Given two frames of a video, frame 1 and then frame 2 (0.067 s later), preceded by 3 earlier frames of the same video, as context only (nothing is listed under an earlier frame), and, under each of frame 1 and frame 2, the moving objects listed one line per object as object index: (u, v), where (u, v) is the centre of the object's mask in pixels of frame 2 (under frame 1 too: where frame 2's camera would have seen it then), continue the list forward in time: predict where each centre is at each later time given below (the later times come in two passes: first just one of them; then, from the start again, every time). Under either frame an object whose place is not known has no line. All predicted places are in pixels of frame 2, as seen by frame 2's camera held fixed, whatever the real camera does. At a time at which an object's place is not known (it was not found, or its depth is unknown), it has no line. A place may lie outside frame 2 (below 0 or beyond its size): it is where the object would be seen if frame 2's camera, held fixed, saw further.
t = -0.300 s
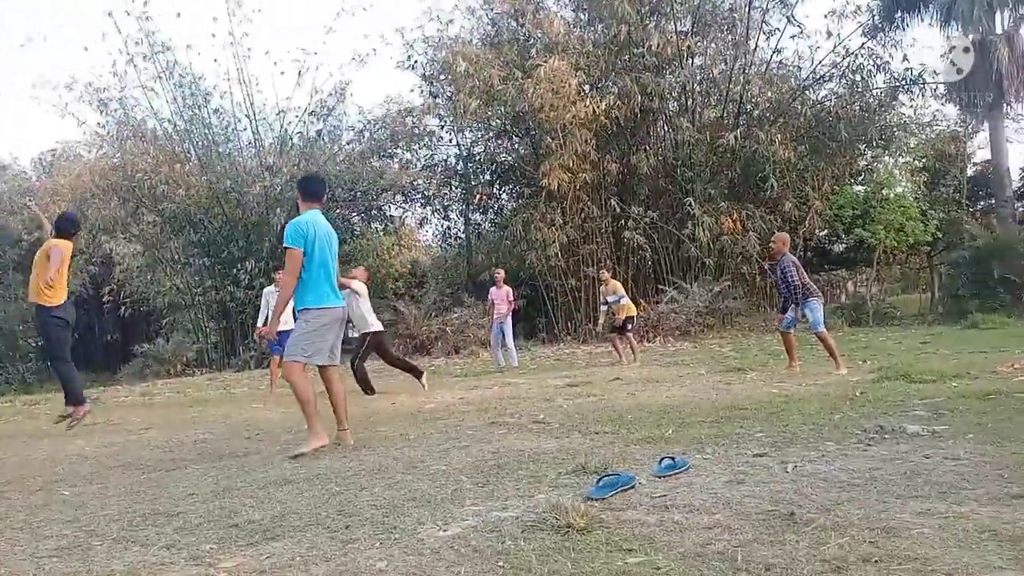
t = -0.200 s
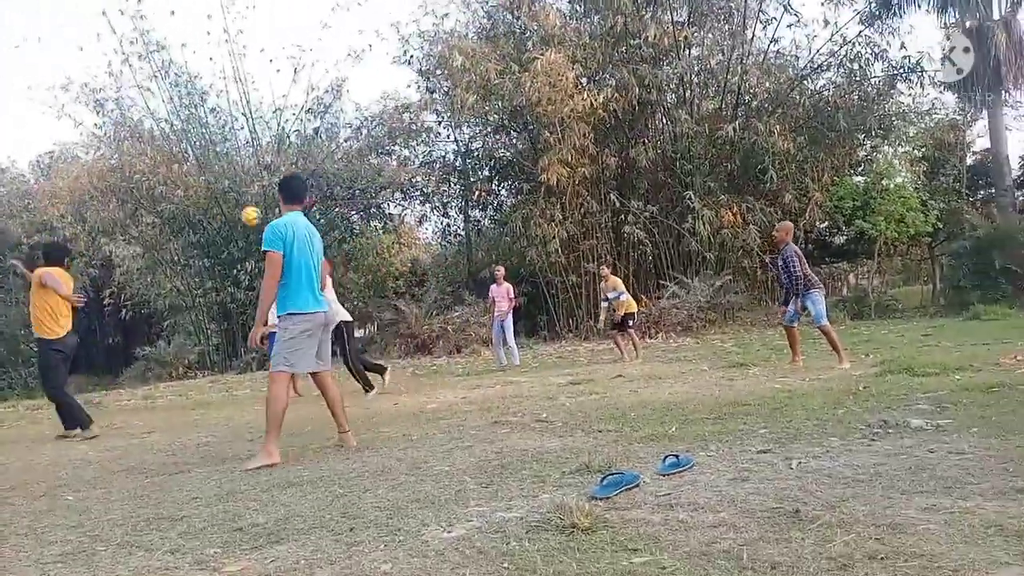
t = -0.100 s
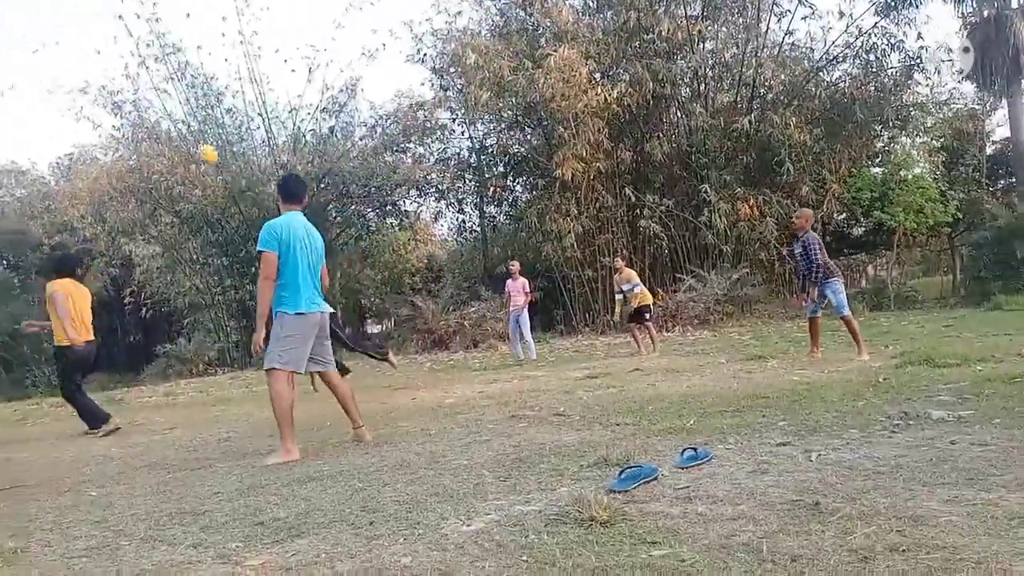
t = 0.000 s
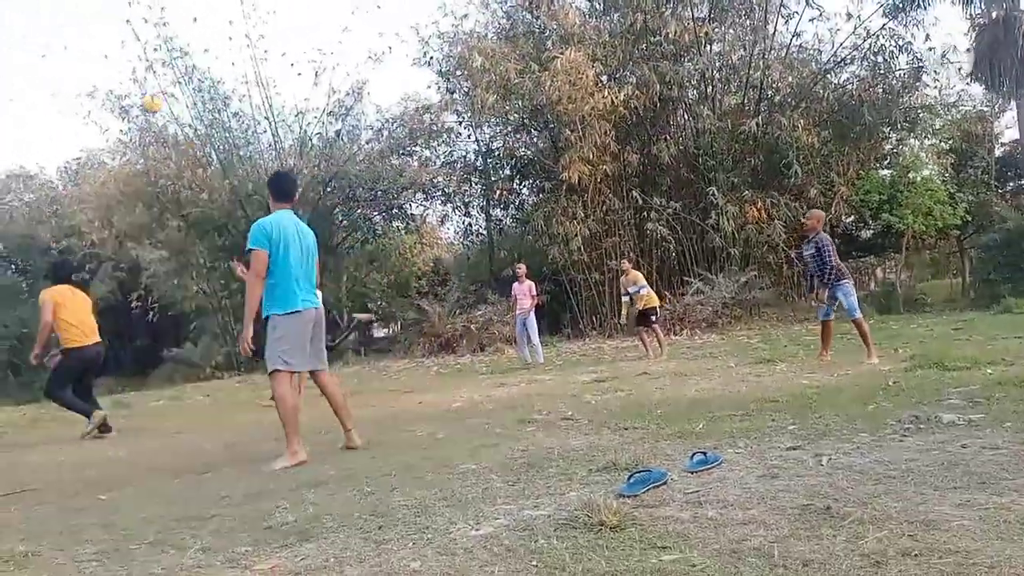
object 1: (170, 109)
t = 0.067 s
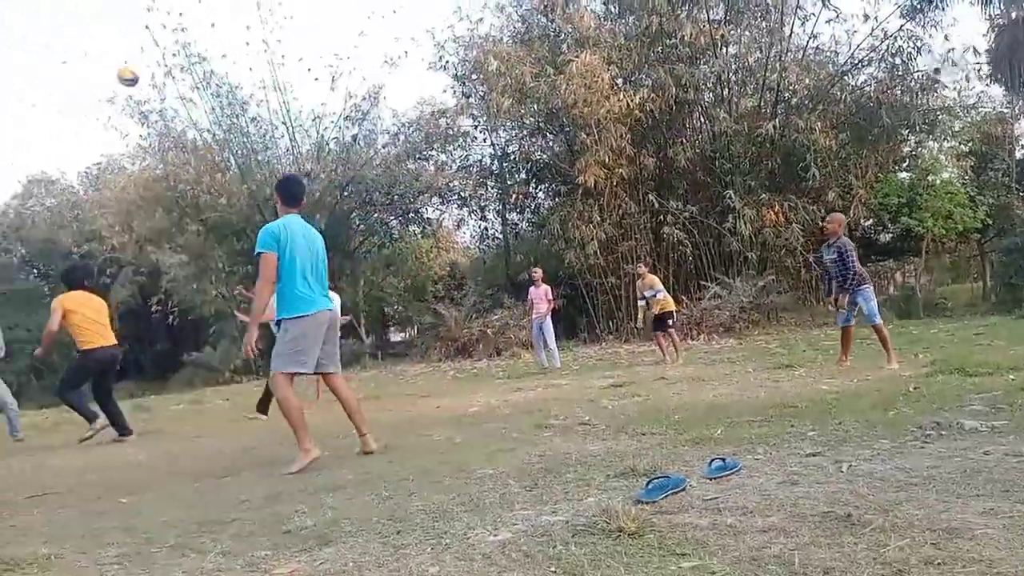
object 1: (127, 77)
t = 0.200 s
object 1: (40, 24)
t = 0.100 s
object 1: (107, 63)
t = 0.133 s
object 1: (85, 50)
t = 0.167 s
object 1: (63, 36)
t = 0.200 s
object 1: (40, 24)
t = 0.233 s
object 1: (16, 12)
